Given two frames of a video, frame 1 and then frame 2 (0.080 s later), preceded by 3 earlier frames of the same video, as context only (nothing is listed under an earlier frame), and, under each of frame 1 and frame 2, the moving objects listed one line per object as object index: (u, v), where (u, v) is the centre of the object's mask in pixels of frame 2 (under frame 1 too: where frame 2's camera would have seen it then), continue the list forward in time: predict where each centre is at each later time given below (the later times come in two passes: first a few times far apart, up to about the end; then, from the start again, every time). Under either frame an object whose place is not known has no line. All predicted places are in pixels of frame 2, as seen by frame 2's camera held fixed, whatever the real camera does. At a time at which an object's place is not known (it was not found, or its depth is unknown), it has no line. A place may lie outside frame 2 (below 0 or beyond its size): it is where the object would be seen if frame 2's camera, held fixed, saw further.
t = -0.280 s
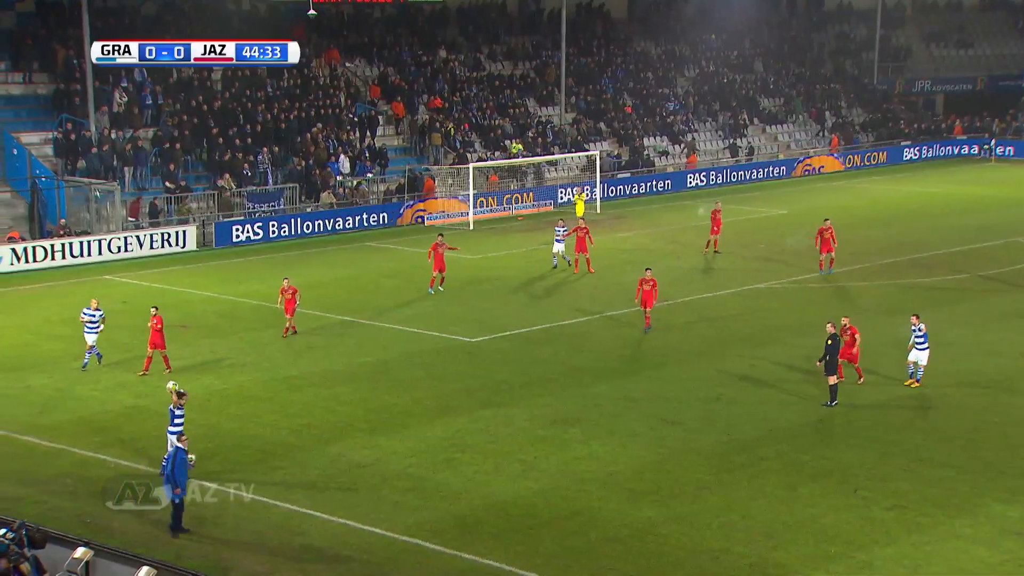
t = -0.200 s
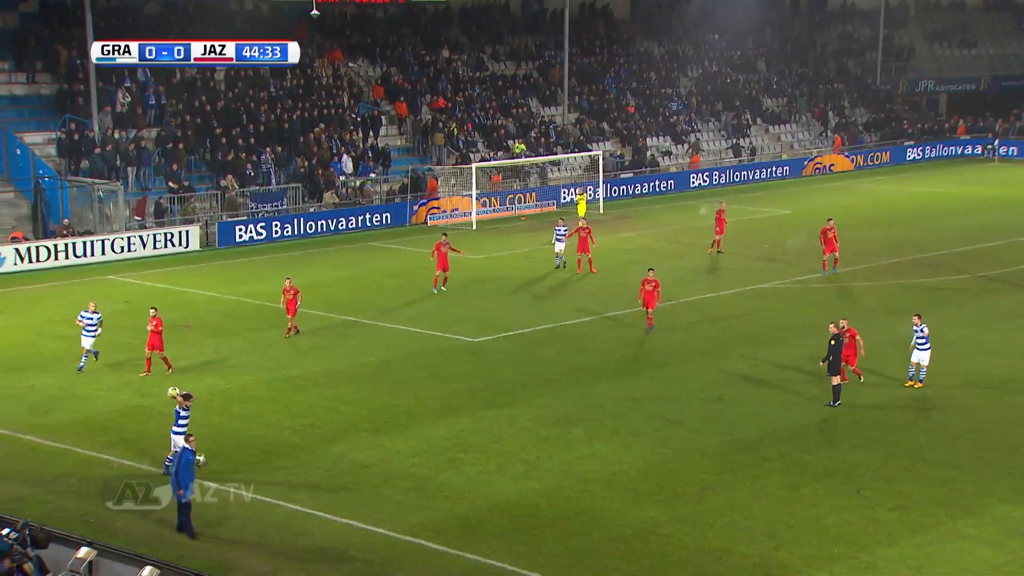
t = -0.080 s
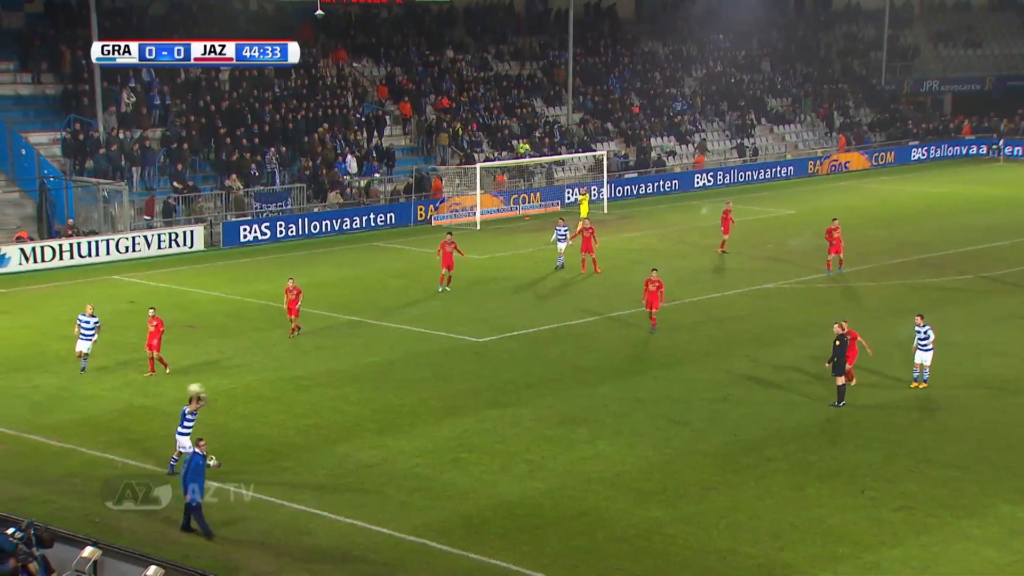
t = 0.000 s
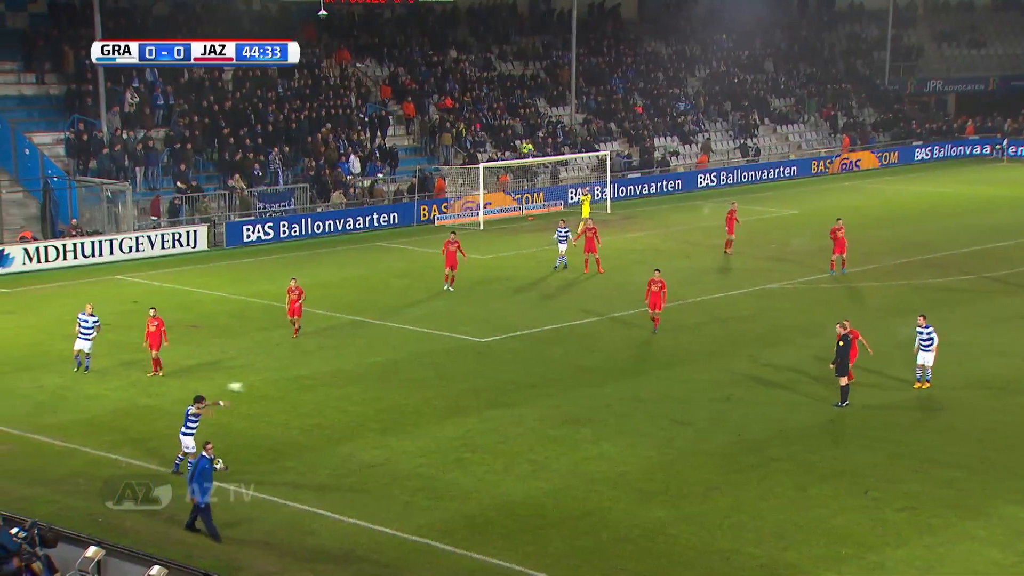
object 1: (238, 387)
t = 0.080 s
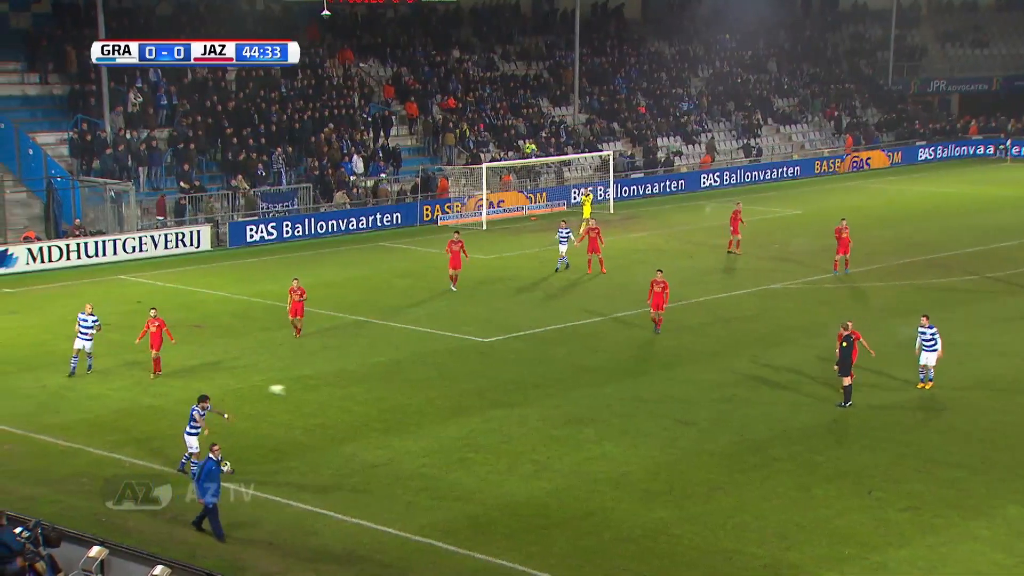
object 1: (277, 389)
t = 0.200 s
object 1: (334, 400)
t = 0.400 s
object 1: (429, 436)
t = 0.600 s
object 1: (525, 495)
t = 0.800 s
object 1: (598, 488)
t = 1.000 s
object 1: (664, 480)
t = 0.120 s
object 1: (295, 392)
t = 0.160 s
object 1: (314, 395)
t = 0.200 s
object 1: (334, 400)
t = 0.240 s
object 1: (353, 405)
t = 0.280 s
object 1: (371, 411)
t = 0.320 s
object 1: (390, 419)
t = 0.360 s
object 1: (410, 427)
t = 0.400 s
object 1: (429, 436)
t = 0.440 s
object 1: (448, 445)
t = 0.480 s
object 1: (467, 457)
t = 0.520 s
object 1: (486, 468)
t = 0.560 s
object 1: (505, 481)
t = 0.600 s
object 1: (525, 495)
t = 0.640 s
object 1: (545, 509)
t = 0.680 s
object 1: (559, 503)
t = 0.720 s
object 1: (572, 498)
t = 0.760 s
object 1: (585, 492)
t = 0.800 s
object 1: (598, 488)
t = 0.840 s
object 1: (611, 484)
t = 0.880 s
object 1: (625, 481)
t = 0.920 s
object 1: (637, 479)
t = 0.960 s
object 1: (651, 479)
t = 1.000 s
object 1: (664, 480)
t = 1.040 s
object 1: (678, 482)
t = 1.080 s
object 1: (693, 484)
